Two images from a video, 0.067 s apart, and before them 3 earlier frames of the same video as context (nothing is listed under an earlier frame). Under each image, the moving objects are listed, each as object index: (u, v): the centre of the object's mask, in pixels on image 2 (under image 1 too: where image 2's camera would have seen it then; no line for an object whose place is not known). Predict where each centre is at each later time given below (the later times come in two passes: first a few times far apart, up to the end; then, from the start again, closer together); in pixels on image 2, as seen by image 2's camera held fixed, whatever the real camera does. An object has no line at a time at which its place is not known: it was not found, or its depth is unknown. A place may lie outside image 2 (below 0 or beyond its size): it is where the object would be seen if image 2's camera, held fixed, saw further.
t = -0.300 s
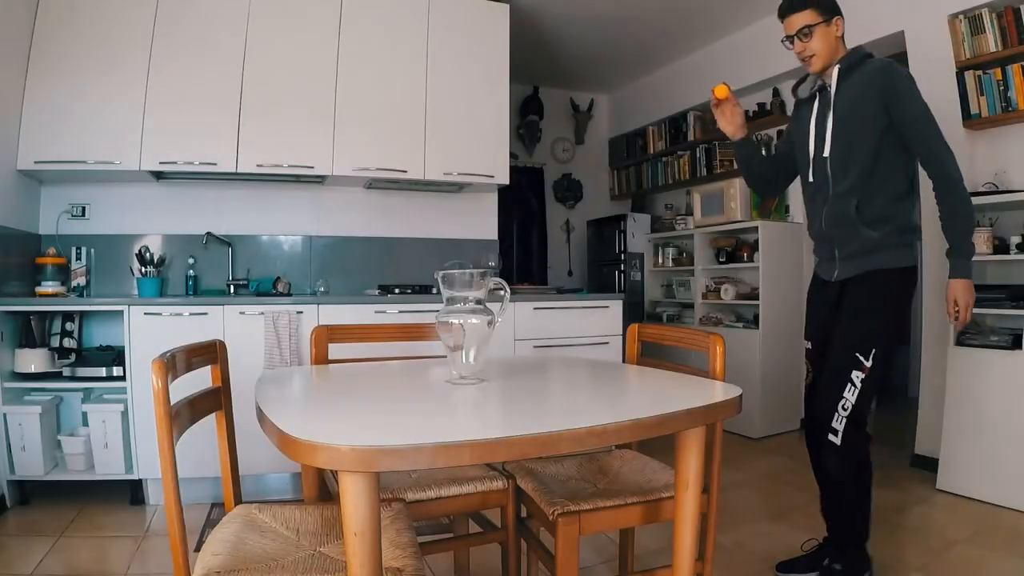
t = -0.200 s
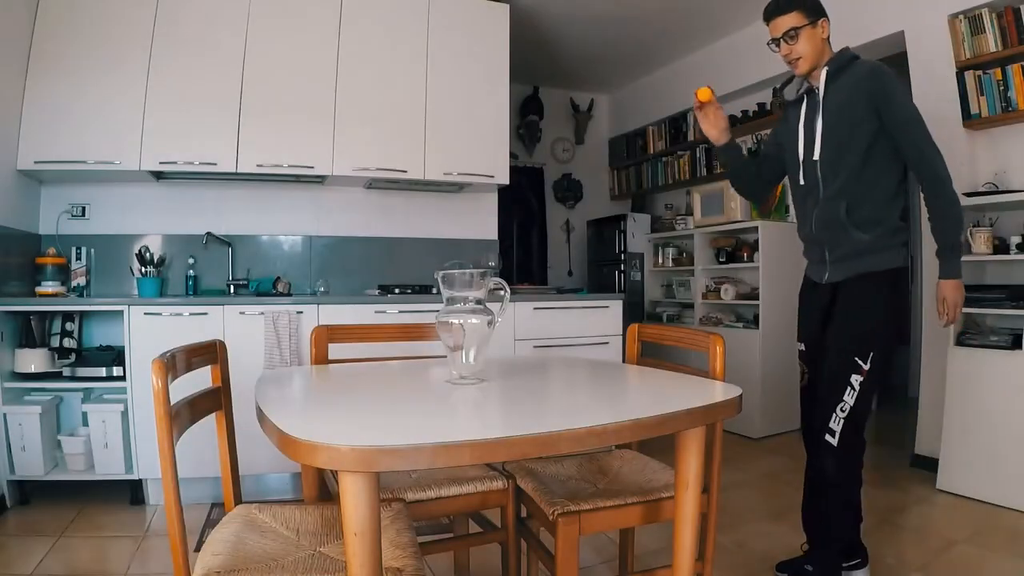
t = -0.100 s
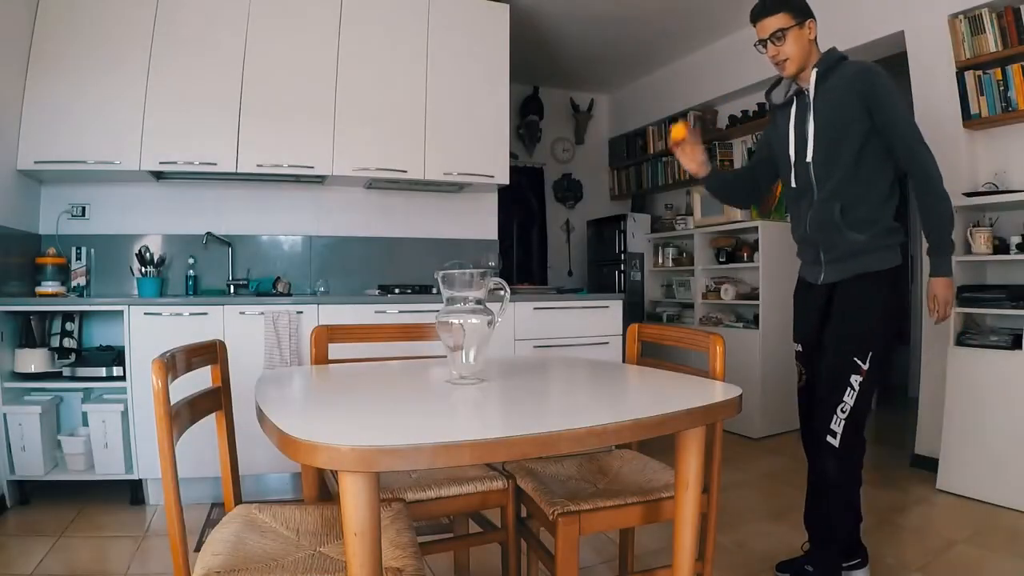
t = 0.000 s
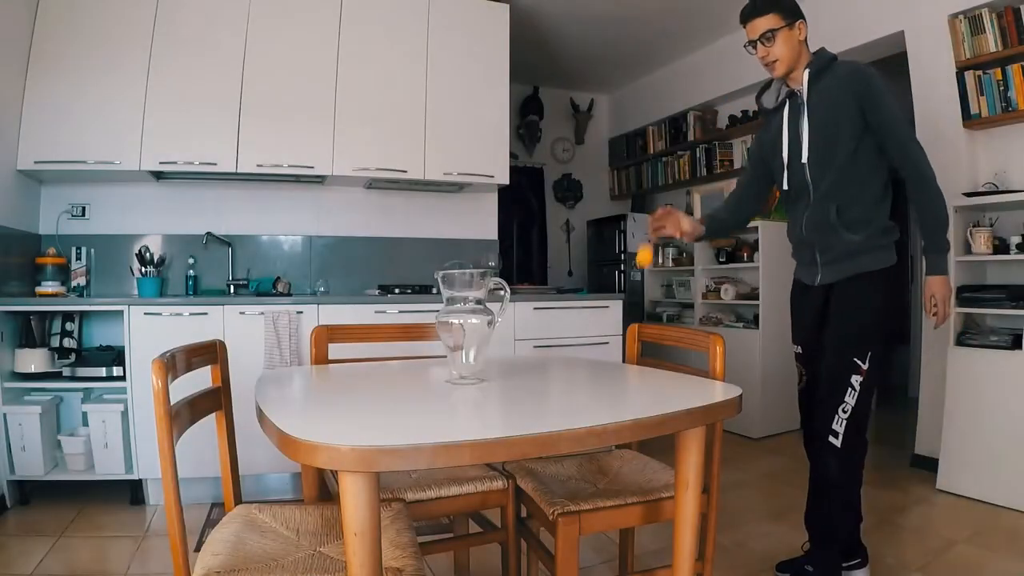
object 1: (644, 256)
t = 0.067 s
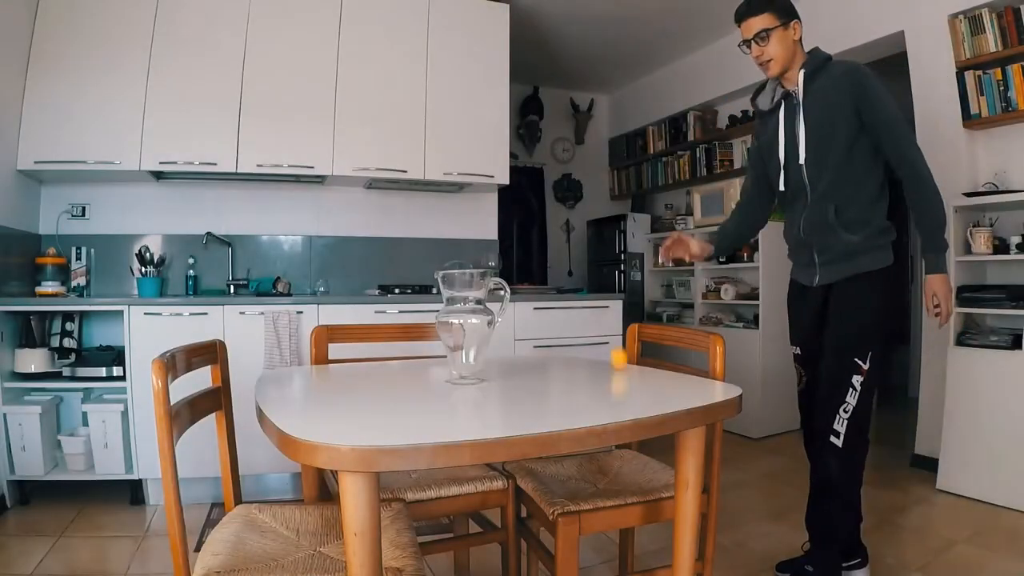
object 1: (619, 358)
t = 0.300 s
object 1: (568, 106)
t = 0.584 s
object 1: (504, 101)
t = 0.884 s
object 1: (459, 332)
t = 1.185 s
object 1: (462, 348)
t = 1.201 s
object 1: (467, 349)
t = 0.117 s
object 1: (608, 285)
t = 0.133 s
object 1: (605, 263)
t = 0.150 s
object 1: (601, 242)
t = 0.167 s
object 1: (597, 222)
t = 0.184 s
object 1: (594, 203)
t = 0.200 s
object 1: (591, 186)
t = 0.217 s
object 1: (587, 169)
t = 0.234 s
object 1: (583, 154)
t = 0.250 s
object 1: (579, 140)
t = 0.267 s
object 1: (575, 128)
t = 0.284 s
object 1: (572, 116)
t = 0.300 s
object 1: (568, 106)
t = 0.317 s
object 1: (564, 97)
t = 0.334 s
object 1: (560, 89)
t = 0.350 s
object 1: (557, 82)
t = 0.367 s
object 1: (553, 76)
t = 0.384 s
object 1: (549, 71)
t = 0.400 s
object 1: (546, 67)
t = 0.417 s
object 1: (542, 65)
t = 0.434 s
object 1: (538, 63)
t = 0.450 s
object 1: (534, 63)
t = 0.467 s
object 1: (530, 64)
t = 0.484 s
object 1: (526, 65)
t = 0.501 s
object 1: (523, 68)
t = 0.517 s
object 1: (519, 73)
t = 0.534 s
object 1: (515, 78)
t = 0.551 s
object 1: (513, 84)
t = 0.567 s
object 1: (508, 92)
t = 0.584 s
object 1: (504, 101)
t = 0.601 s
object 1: (500, 112)
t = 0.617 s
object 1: (496, 124)
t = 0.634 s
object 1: (491, 136)
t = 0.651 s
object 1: (487, 152)
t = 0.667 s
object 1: (484, 168)
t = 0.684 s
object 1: (479, 187)
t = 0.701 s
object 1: (476, 205)
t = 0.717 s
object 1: (472, 226)
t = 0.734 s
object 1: (469, 250)
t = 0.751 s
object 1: (465, 272)
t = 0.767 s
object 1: (461, 293)
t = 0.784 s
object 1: (457, 313)
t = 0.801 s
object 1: (455, 331)
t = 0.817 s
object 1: (469, 333)
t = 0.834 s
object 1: (471, 331)
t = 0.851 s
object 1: (459, 322)
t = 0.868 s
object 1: (452, 318)
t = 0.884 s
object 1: (459, 332)
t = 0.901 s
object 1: (468, 346)
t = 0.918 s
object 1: (469, 358)
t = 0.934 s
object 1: (462, 360)
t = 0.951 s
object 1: (464, 358)
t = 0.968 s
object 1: (469, 356)
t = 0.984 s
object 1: (464, 355)
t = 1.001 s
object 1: (461, 351)
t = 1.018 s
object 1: (460, 349)
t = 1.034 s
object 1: (462, 347)
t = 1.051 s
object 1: (467, 346)
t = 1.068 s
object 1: (473, 345)
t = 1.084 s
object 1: (472, 345)
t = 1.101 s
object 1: (468, 346)
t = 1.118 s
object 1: (463, 347)
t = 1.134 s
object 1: (461, 348)
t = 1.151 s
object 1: (460, 347)
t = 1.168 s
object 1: (459, 347)
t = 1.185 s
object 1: (462, 348)
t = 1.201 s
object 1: (467, 349)
